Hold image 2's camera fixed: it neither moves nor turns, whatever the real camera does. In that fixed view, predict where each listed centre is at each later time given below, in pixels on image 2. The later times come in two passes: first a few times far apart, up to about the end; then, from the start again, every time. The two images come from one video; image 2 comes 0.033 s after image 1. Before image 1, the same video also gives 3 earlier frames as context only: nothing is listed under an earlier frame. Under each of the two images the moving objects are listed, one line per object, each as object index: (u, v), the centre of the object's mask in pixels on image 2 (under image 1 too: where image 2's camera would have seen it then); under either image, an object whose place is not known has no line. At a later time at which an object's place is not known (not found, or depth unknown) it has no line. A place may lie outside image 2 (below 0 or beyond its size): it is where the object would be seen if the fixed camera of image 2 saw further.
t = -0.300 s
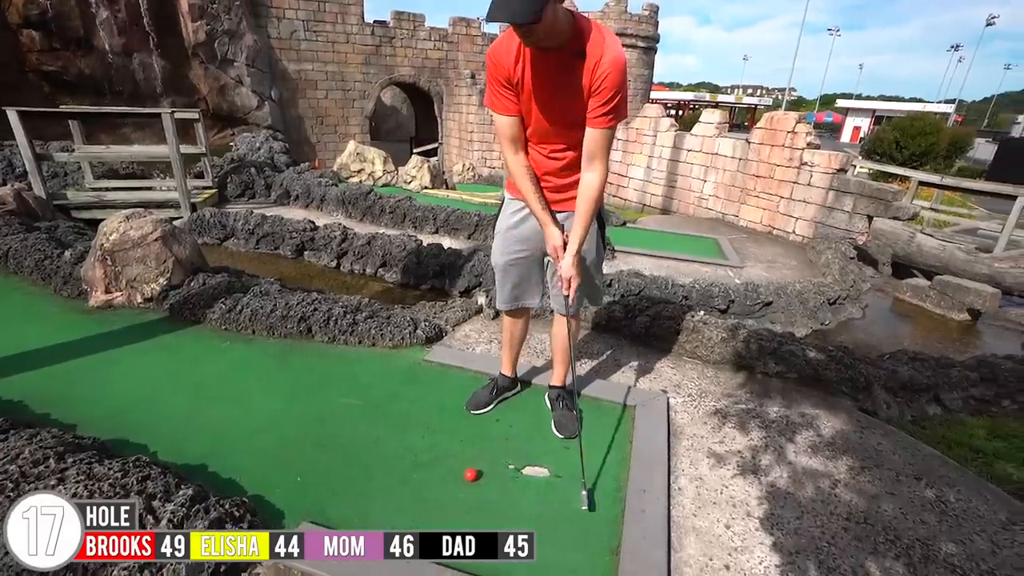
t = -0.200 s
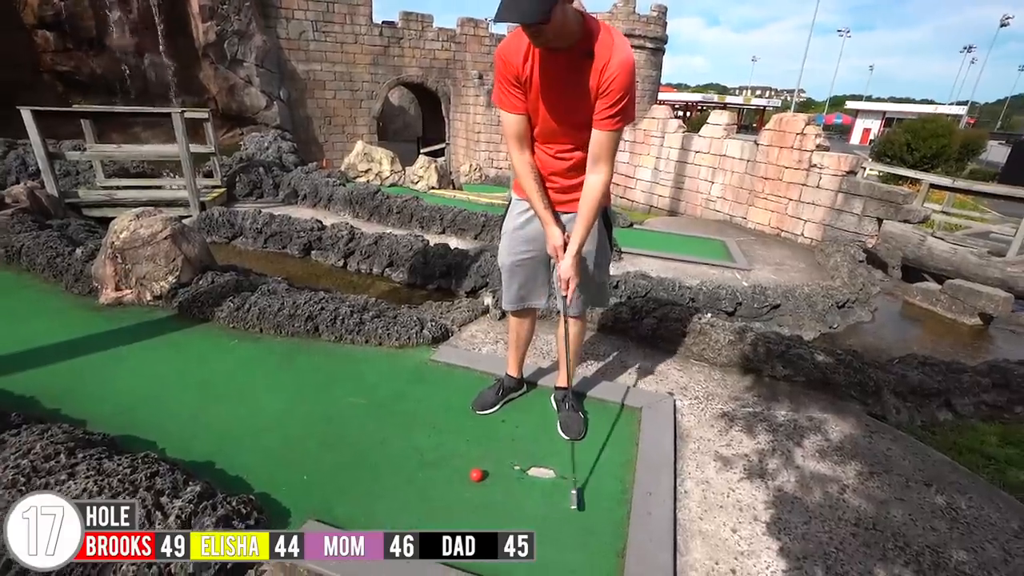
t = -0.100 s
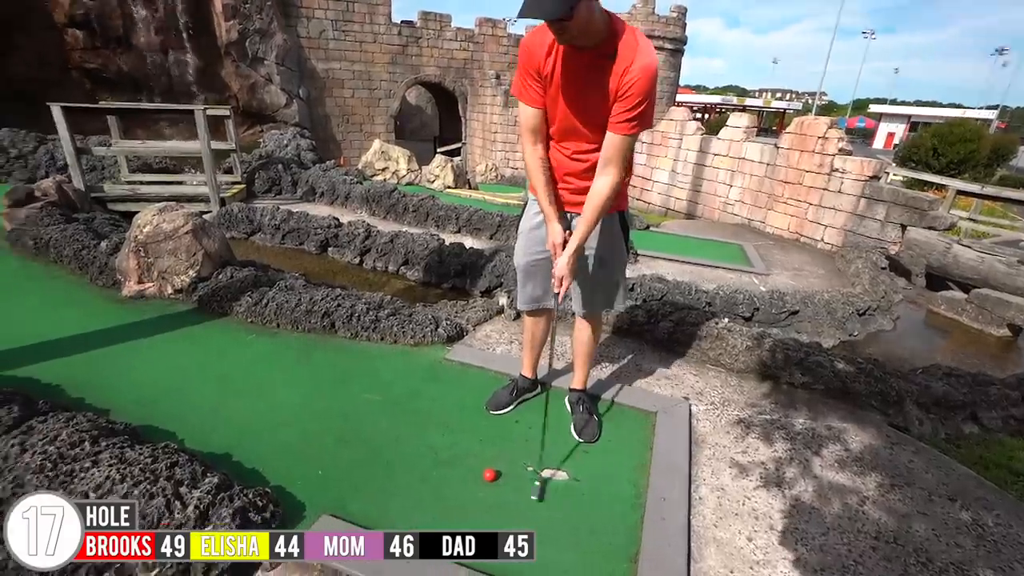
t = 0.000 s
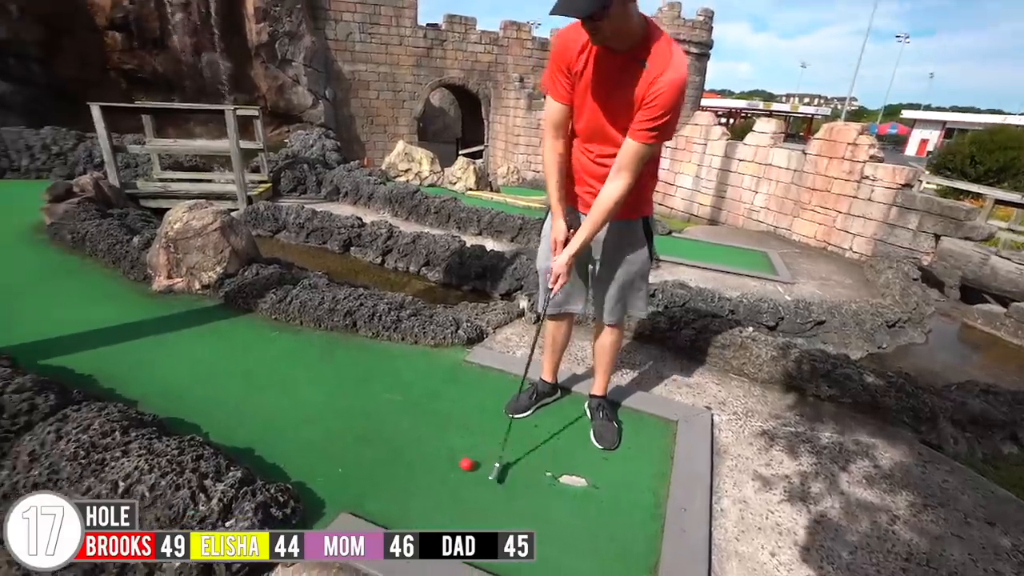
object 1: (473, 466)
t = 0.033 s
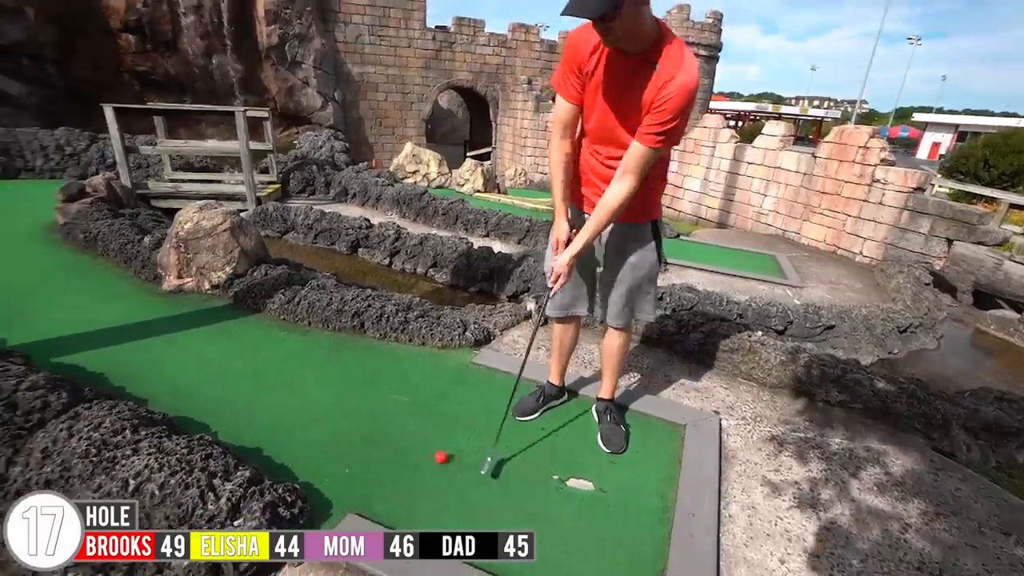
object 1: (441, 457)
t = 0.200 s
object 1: (321, 416)
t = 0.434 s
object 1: (210, 381)
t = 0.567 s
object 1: (158, 363)
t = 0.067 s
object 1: (414, 447)
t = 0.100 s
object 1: (387, 438)
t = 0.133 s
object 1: (363, 430)
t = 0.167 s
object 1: (342, 424)
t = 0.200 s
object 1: (321, 416)
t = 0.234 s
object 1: (303, 410)
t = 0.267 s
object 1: (284, 405)
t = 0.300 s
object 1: (268, 399)
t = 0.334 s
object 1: (253, 394)
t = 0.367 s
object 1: (238, 389)
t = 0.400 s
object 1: (224, 384)
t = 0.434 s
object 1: (210, 381)
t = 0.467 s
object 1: (197, 376)
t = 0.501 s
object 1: (184, 372)
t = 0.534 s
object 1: (171, 368)
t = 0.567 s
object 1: (158, 363)
